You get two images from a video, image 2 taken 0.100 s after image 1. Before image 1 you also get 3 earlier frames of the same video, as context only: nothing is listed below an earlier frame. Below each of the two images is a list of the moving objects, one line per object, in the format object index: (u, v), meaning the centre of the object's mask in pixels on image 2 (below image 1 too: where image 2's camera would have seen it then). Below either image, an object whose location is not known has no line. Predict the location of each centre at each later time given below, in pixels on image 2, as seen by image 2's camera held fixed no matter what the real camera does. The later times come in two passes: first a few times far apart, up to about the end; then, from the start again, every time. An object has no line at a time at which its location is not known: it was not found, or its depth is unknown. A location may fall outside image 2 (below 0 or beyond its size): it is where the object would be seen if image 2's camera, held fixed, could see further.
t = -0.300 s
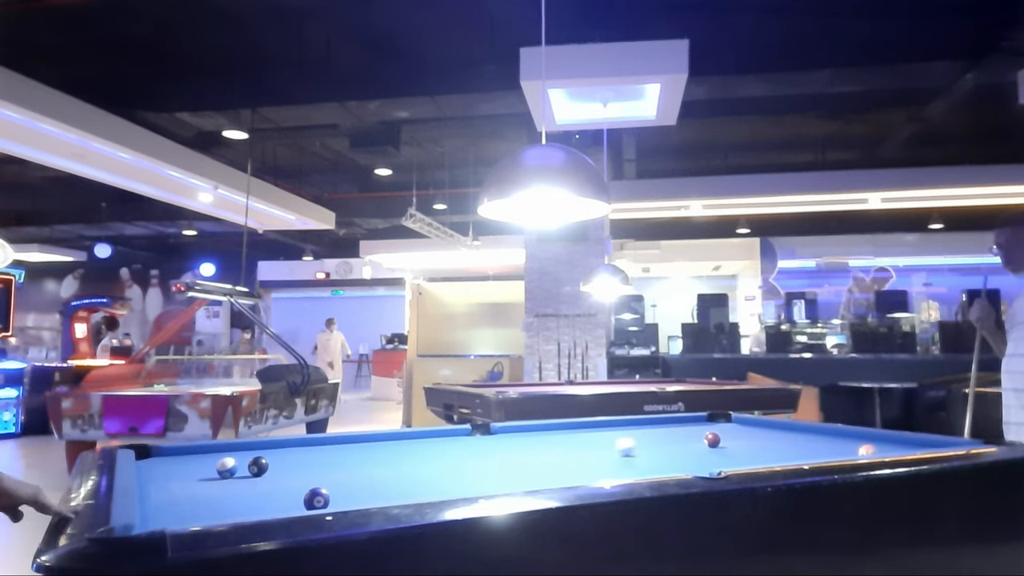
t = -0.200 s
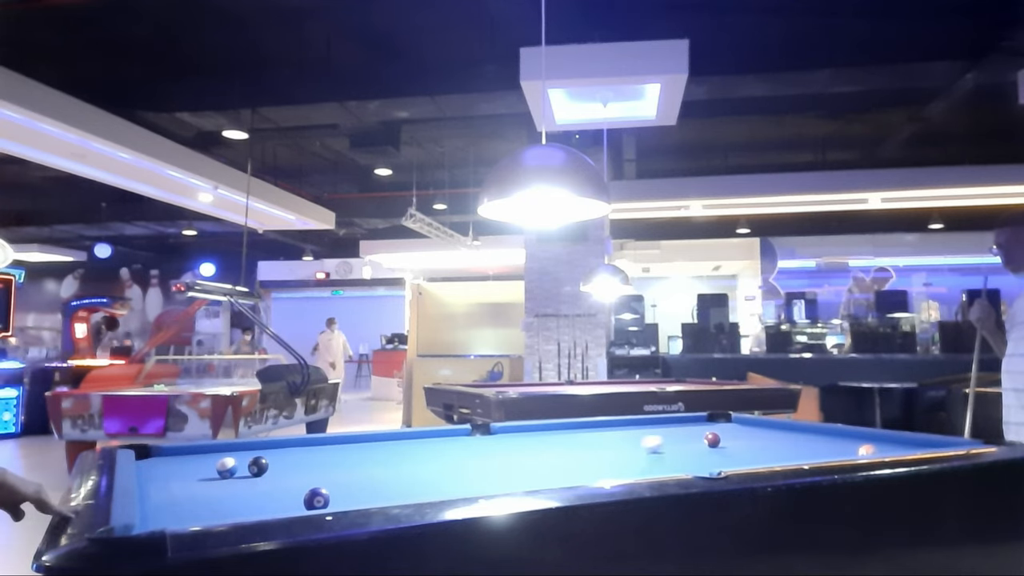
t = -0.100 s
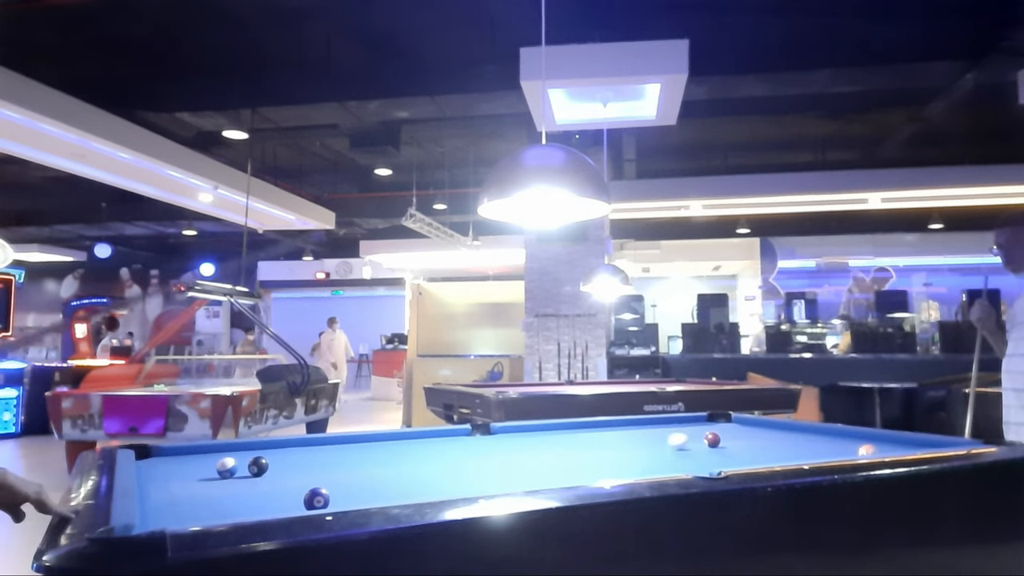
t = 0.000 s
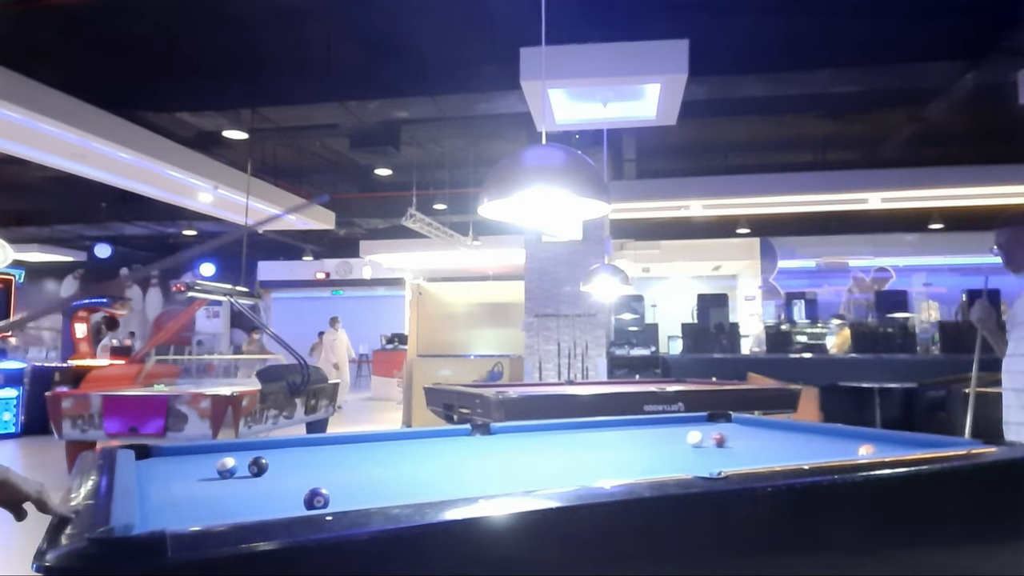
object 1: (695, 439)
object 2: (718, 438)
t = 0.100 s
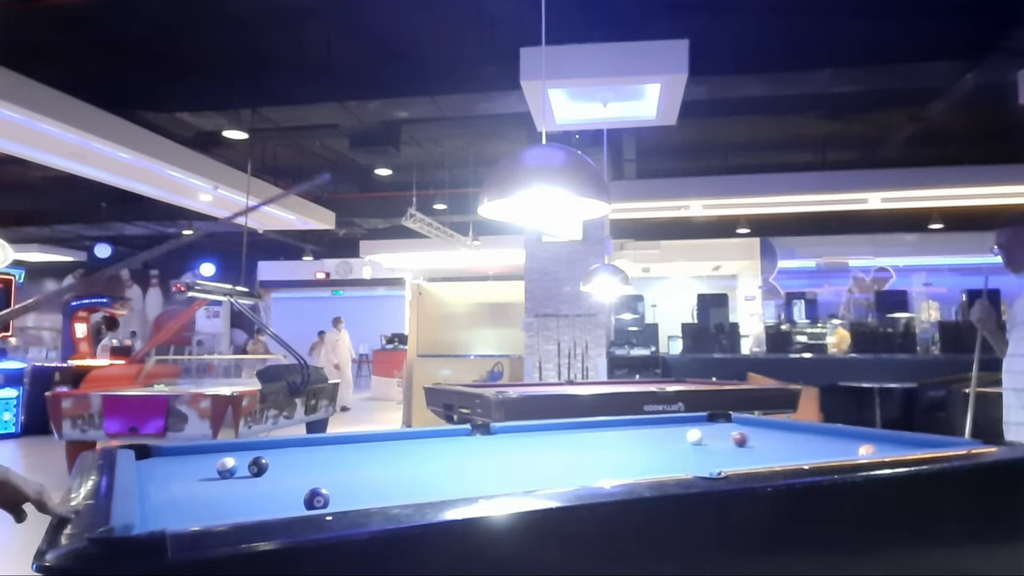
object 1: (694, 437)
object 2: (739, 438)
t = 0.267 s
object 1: (696, 433)
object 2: (769, 438)
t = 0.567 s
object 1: (698, 429)
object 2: (820, 437)
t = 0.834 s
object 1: (699, 424)
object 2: (862, 437)
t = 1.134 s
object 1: (701, 421)
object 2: (889, 436)
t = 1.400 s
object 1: (703, 418)
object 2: (879, 439)
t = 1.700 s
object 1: (714, 417)
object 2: (870, 440)
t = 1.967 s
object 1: (730, 418)
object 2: (860, 441)
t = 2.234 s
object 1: (737, 419)
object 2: (853, 444)
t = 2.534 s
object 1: (742, 420)
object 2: (845, 447)
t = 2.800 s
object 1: (745, 421)
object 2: (839, 448)
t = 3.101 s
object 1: (747, 421)
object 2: (833, 449)
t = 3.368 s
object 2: (828, 450)
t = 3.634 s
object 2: (824, 451)
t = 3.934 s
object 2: (821, 452)
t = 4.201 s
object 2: (819, 452)
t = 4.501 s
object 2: (818, 452)
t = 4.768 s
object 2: (818, 452)
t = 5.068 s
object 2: (818, 452)
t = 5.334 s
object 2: (818, 452)
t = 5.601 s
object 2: (818, 452)
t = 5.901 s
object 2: (818, 452)
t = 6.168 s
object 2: (818, 452)
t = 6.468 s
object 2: (818, 452)
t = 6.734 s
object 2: (818, 452)
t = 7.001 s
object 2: (818, 452)
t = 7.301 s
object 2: (818, 452)
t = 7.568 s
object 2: (818, 452)
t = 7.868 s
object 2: (818, 452)
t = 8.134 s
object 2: (818, 452)
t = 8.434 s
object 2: (818, 452)
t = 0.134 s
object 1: (694, 436)
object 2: (745, 438)
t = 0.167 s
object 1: (695, 435)
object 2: (751, 438)
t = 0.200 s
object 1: (695, 435)
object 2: (757, 438)
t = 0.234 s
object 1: (696, 434)
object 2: (763, 437)
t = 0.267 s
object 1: (696, 433)
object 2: (769, 438)
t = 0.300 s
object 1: (696, 433)
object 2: (775, 438)
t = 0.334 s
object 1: (696, 432)
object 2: (780, 438)
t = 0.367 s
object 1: (697, 432)
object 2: (786, 437)
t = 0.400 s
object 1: (697, 431)
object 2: (791, 437)
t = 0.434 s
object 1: (697, 431)
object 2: (797, 437)
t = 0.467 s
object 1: (697, 430)
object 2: (802, 437)
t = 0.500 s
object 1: (697, 430)
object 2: (808, 437)
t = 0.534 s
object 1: (698, 429)
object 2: (814, 437)
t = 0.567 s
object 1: (698, 429)
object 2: (820, 437)
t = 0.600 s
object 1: (698, 428)
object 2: (824, 437)
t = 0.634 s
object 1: (698, 428)
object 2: (830, 437)
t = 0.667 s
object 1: (698, 427)
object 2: (836, 436)
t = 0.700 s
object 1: (699, 426)
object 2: (841, 437)
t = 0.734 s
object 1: (699, 426)
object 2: (846, 437)
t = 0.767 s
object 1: (699, 425)
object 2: (851, 436)
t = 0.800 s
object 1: (699, 425)
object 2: (857, 437)
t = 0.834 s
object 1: (699, 424)
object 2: (862, 437)
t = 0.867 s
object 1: (700, 424)
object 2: (866, 438)
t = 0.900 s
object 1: (700, 423)
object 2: (871, 437)
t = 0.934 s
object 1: (700, 423)
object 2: (877, 436)
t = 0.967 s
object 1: (700, 423)
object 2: (882, 436)
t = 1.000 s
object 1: (700, 422)
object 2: (889, 437)
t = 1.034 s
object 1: (700, 422)
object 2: (893, 436)
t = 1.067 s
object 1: (701, 422)
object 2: (894, 437)
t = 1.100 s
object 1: (701, 421)
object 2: (892, 437)
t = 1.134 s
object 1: (701, 421)
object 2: (889, 436)
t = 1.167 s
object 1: (701, 421)
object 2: (888, 437)
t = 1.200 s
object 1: (702, 420)
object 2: (886, 437)
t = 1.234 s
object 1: (702, 420)
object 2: (885, 437)
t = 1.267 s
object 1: (702, 419)
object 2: (884, 438)
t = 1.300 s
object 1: (702, 419)
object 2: (883, 438)
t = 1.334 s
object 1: (702, 419)
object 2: (882, 438)
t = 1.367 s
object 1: (703, 418)
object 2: (880, 439)
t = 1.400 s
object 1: (703, 418)
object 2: (879, 439)
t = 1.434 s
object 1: (703, 418)
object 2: (879, 439)
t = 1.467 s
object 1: (703, 418)
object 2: (877, 439)
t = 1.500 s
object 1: (703, 417)
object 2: (876, 439)
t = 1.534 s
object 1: (704, 417)
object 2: (875, 440)
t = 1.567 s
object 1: (706, 417)
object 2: (875, 440)
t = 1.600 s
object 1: (708, 417)
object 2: (873, 440)
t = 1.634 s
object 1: (710, 417)
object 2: (872, 440)
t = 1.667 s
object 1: (712, 417)
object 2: (871, 440)
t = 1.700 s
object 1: (714, 417)
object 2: (870, 440)
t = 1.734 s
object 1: (716, 417)
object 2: (869, 439)
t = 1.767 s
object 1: (718, 417)
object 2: (868, 440)
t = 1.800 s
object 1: (720, 417)
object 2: (866, 440)
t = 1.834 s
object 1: (722, 417)
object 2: (865, 441)
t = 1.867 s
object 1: (724, 418)
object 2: (864, 440)
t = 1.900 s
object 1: (726, 418)
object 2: (863, 441)
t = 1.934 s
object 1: (728, 418)
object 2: (861, 441)
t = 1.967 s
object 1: (730, 418)
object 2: (860, 441)
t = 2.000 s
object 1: (732, 418)
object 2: (860, 441)
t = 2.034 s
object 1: (734, 418)
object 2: (858, 442)
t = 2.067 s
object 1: (736, 418)
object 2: (857, 442)
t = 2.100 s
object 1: (736, 418)
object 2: (856, 443)
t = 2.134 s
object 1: (737, 418)
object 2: (855, 443)
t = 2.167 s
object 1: (737, 419)
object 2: (854, 444)
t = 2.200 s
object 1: (737, 419)
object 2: (853, 444)
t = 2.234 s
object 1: (737, 419)
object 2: (853, 444)
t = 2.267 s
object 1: (738, 419)
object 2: (852, 444)
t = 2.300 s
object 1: (738, 419)
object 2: (852, 445)
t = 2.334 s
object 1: (739, 419)
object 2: (851, 445)
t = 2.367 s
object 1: (739, 419)
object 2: (850, 446)
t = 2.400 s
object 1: (739, 419)
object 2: (849, 446)
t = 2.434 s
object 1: (740, 419)
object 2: (848, 446)
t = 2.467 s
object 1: (741, 420)
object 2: (847, 447)
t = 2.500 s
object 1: (741, 420)
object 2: (846, 447)
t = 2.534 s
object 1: (742, 420)
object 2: (845, 447)
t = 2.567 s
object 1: (742, 420)
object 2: (845, 447)
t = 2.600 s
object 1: (742, 420)
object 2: (844, 448)
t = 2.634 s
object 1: (743, 420)
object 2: (843, 447)
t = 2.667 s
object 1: (744, 420)
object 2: (842, 448)
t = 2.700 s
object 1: (743, 420)
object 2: (842, 448)
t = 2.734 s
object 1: (744, 421)
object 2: (841, 448)
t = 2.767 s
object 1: (745, 421)
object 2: (840, 448)
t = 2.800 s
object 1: (745, 421)
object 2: (839, 448)
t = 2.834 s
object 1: (745, 421)
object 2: (839, 448)
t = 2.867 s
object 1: (745, 421)
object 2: (838, 448)
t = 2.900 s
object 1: (746, 421)
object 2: (837, 448)
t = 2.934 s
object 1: (746, 421)
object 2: (836, 449)
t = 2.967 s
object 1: (746, 421)
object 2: (836, 449)
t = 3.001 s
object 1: (747, 421)
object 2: (835, 449)
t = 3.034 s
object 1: (747, 421)
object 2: (834, 449)
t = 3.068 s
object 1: (747, 421)
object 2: (834, 449)
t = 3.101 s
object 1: (747, 421)
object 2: (833, 449)
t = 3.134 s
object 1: (748, 421)
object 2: (832, 449)
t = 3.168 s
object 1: (748, 421)
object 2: (832, 449)
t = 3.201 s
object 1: (748, 422)
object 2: (831, 449)
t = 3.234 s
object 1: (749, 422)
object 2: (830, 449)
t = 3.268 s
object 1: (749, 421)
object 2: (830, 450)
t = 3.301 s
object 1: (749, 422)
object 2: (829, 450)
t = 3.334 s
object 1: (750, 422)
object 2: (829, 450)
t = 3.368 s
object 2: (828, 450)
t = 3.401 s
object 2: (827, 450)
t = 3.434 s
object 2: (827, 450)
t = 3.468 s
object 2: (826, 450)
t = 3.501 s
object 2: (826, 450)
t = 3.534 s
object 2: (825, 451)
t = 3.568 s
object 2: (825, 451)
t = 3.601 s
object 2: (824, 451)
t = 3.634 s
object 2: (824, 451)
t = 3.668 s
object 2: (824, 451)
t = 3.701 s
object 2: (823, 451)
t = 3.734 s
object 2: (823, 451)
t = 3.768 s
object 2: (822, 451)
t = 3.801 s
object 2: (822, 451)
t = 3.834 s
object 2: (822, 451)
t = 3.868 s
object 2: (821, 451)
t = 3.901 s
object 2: (821, 451)
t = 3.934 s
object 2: (821, 452)
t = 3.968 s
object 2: (820, 451)
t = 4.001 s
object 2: (820, 451)
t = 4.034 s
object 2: (820, 452)
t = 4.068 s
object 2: (820, 452)
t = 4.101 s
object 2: (819, 452)
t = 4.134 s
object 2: (819, 452)
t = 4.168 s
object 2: (819, 452)
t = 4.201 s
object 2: (819, 452)
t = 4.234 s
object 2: (818, 452)
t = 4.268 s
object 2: (818, 452)
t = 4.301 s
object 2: (818, 452)
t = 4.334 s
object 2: (818, 452)
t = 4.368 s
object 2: (818, 452)
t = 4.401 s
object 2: (818, 452)
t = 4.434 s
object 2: (818, 452)
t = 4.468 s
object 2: (818, 452)
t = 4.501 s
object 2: (818, 452)
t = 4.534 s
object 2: (818, 452)
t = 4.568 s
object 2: (818, 452)
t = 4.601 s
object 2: (818, 452)
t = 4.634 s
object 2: (818, 452)
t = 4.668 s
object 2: (818, 452)
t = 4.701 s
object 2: (818, 452)
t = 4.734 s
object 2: (818, 452)
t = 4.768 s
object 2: (818, 452)
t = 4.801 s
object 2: (818, 452)
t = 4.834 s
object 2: (818, 452)
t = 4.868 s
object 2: (818, 452)
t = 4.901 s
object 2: (818, 452)
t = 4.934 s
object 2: (818, 452)
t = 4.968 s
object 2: (818, 452)
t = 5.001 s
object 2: (818, 452)
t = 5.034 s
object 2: (818, 452)
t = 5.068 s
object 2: (818, 452)
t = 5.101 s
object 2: (818, 452)
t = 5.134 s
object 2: (818, 452)
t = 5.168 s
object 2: (818, 452)
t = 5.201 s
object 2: (818, 452)
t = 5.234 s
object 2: (818, 452)
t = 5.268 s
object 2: (818, 452)
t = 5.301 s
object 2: (818, 452)
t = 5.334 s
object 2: (818, 452)
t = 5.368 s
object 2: (818, 452)
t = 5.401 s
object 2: (818, 452)
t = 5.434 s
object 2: (818, 452)
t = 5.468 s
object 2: (818, 452)
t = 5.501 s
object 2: (818, 452)
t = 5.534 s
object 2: (818, 452)
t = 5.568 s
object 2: (818, 452)
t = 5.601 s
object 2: (818, 452)
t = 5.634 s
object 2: (818, 452)
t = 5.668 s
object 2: (818, 452)
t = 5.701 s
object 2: (818, 452)
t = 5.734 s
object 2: (818, 452)
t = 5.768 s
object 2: (818, 452)
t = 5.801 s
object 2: (818, 452)
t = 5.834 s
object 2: (818, 452)
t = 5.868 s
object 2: (818, 452)
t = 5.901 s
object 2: (818, 452)
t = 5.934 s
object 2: (818, 452)
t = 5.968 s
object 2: (818, 452)
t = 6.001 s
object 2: (818, 452)
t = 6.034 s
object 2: (818, 452)
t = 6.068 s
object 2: (818, 452)
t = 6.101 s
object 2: (818, 452)
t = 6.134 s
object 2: (818, 452)
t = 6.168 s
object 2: (818, 452)
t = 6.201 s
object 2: (818, 452)
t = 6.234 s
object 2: (818, 452)
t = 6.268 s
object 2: (818, 452)
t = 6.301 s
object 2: (818, 452)
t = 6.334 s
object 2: (818, 452)
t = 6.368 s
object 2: (818, 452)
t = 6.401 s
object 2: (818, 452)
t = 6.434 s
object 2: (818, 452)
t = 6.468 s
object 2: (818, 452)
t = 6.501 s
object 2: (818, 452)
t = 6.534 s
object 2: (818, 452)
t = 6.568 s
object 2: (818, 452)
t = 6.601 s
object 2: (818, 452)
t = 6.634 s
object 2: (818, 452)
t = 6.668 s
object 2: (818, 452)
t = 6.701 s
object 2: (818, 452)
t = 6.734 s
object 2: (818, 452)
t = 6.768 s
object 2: (818, 452)
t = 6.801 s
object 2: (818, 452)
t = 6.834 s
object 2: (818, 452)
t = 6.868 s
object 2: (818, 452)
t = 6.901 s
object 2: (818, 452)
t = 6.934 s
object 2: (818, 452)
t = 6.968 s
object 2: (818, 452)
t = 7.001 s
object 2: (818, 452)
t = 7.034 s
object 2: (818, 452)
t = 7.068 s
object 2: (818, 452)
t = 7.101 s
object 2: (818, 452)
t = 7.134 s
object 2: (818, 452)
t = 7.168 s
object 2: (818, 452)
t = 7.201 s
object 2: (818, 452)
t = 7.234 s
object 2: (818, 452)
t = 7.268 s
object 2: (818, 452)
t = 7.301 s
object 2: (818, 452)
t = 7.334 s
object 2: (818, 452)
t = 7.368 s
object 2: (818, 452)
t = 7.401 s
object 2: (818, 452)
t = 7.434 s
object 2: (818, 452)
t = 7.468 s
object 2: (818, 452)
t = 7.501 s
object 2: (818, 452)
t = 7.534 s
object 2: (818, 452)
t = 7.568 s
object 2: (818, 452)
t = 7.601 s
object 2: (818, 452)
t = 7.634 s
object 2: (818, 452)
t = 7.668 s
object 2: (818, 452)
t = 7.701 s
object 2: (818, 452)
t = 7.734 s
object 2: (818, 452)
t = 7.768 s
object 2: (818, 452)
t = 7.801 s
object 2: (818, 452)
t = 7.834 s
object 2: (818, 452)
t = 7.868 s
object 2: (818, 452)
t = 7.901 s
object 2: (818, 452)
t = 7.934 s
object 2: (818, 452)
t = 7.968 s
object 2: (818, 452)
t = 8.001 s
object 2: (818, 452)
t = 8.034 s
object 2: (818, 452)
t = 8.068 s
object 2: (818, 452)
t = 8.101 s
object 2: (818, 452)
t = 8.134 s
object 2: (818, 452)
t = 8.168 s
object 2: (818, 452)
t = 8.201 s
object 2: (818, 452)
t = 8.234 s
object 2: (818, 452)
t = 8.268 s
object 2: (818, 452)
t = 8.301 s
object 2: (818, 452)
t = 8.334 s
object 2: (818, 452)
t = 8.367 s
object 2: (818, 452)
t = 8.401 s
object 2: (818, 452)
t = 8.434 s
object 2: (818, 452)
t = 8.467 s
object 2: (818, 452)
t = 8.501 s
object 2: (818, 452)
